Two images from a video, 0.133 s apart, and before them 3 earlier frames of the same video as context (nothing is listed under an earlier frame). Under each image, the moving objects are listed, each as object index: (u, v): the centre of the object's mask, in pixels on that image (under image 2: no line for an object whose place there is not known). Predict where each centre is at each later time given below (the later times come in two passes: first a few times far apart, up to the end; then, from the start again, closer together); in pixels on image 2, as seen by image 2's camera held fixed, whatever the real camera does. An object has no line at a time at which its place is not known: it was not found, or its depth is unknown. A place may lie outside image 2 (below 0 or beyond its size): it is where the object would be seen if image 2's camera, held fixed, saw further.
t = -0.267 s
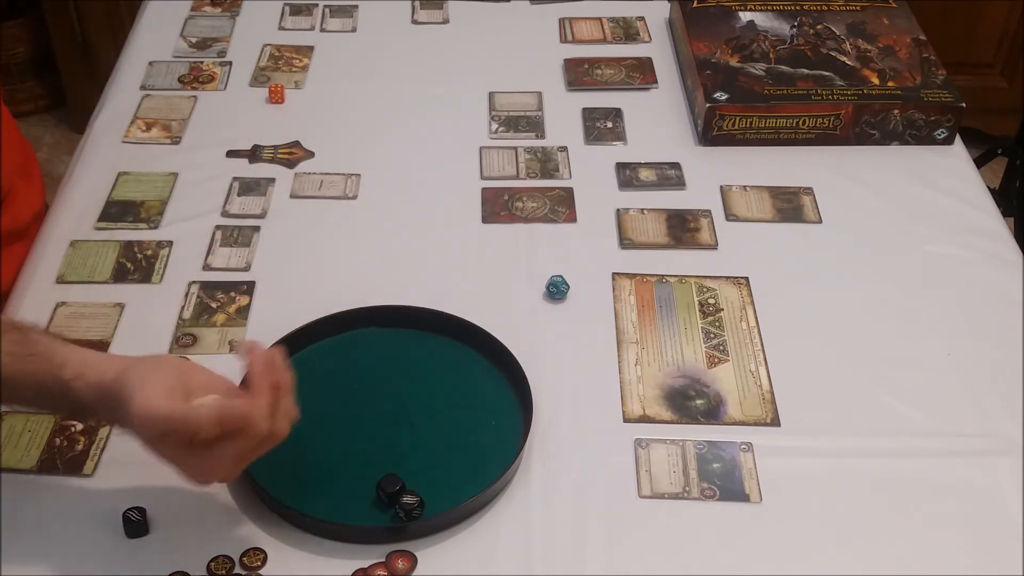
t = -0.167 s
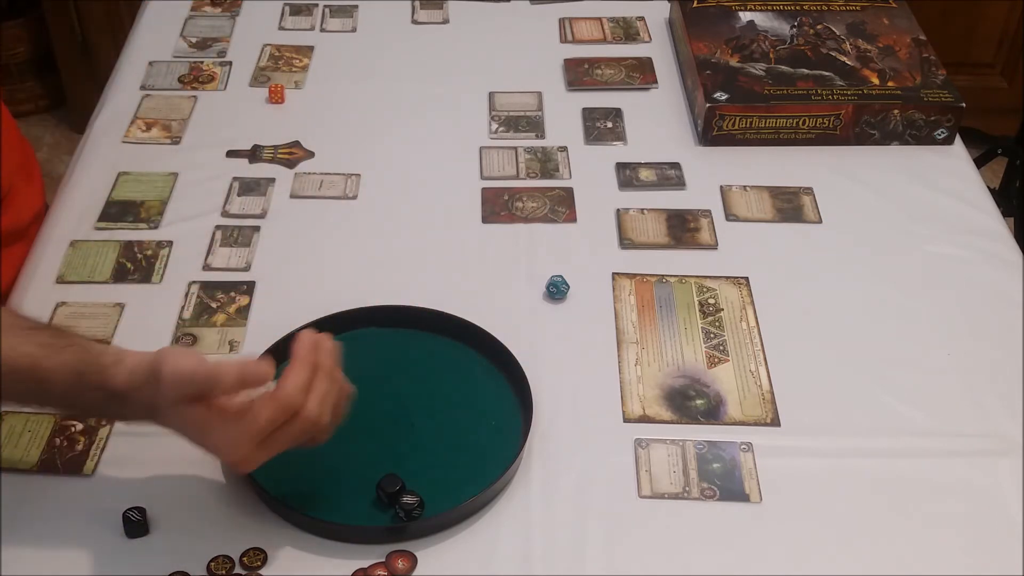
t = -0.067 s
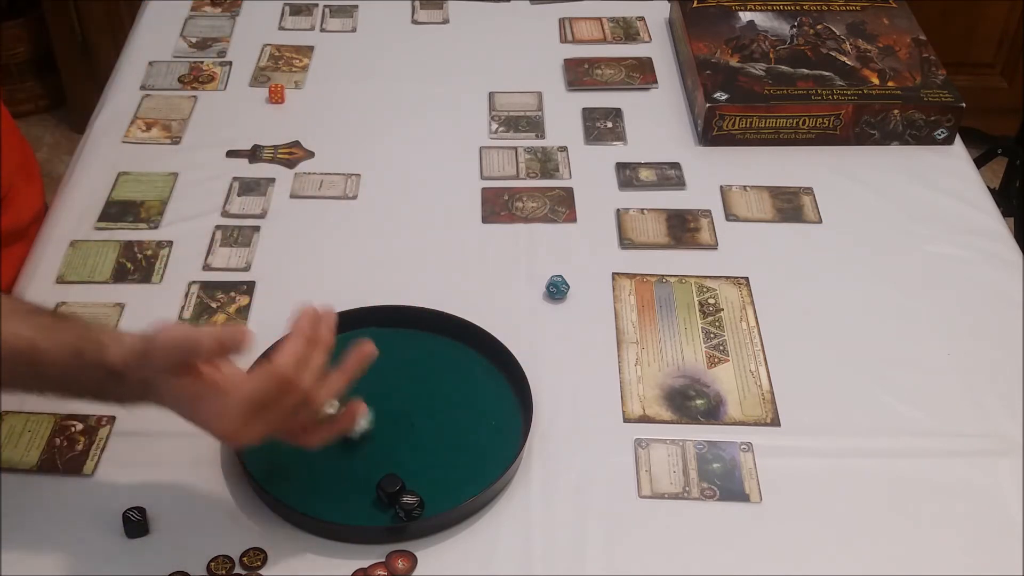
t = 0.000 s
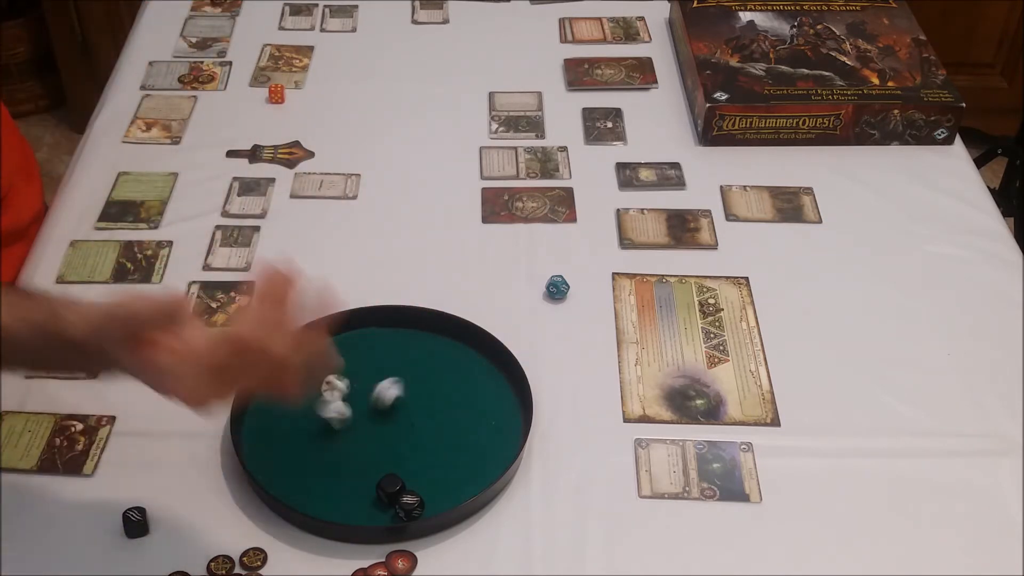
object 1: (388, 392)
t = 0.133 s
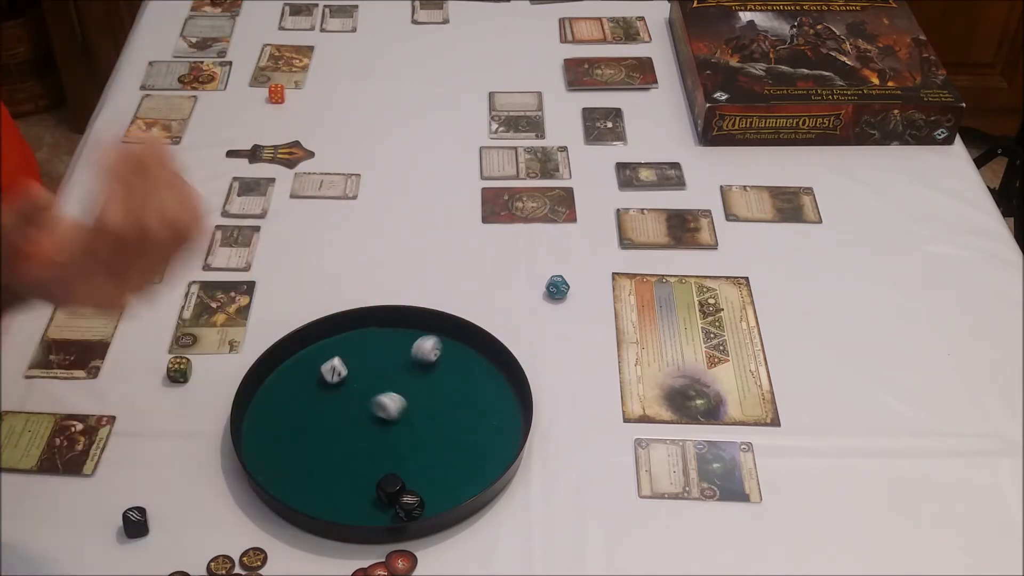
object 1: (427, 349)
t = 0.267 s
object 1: (446, 337)
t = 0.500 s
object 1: (454, 346)
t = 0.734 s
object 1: (454, 347)
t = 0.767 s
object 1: (454, 347)
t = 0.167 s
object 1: (434, 343)
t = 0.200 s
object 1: (443, 335)
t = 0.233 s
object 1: (447, 332)
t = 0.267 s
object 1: (446, 337)
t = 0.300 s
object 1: (448, 341)
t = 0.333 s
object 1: (454, 342)
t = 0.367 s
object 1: (455, 343)
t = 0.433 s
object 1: (455, 345)
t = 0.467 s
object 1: (455, 347)
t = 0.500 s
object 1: (454, 346)
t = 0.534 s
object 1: (454, 347)
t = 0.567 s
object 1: (454, 347)
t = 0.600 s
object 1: (454, 347)
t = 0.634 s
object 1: (454, 347)
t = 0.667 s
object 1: (454, 347)
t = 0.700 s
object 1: (454, 347)
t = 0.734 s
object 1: (454, 347)
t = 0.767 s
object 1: (454, 347)
